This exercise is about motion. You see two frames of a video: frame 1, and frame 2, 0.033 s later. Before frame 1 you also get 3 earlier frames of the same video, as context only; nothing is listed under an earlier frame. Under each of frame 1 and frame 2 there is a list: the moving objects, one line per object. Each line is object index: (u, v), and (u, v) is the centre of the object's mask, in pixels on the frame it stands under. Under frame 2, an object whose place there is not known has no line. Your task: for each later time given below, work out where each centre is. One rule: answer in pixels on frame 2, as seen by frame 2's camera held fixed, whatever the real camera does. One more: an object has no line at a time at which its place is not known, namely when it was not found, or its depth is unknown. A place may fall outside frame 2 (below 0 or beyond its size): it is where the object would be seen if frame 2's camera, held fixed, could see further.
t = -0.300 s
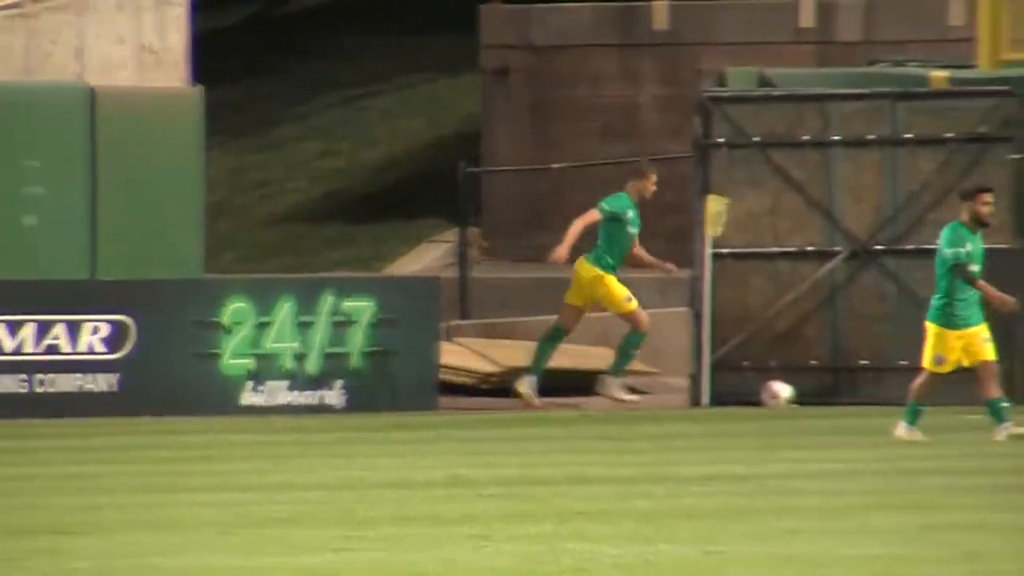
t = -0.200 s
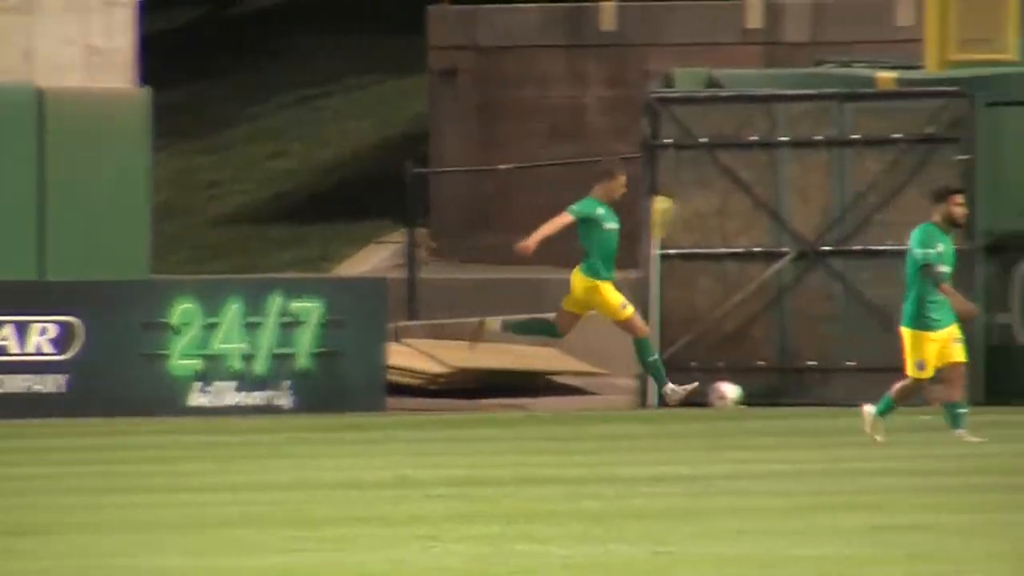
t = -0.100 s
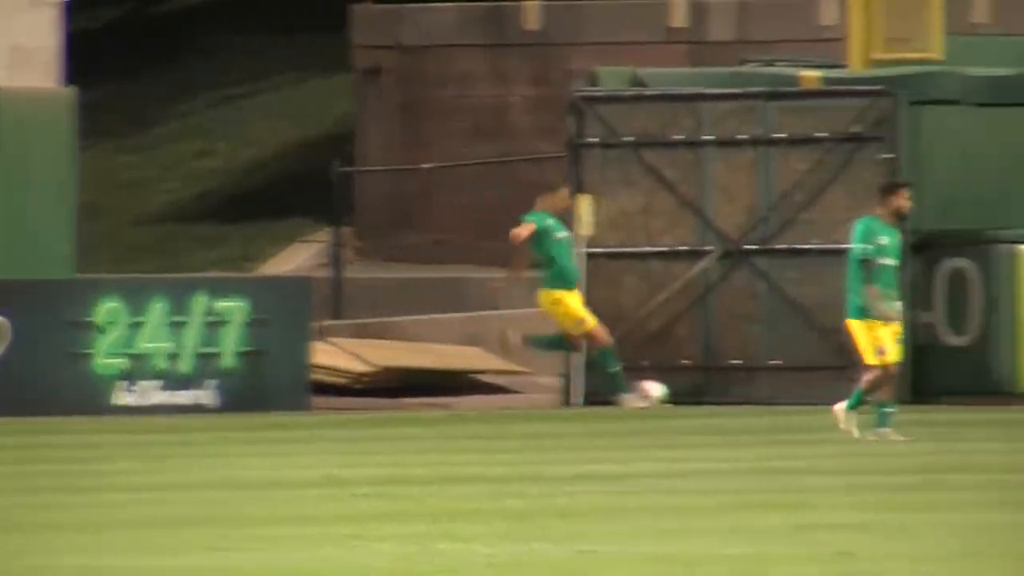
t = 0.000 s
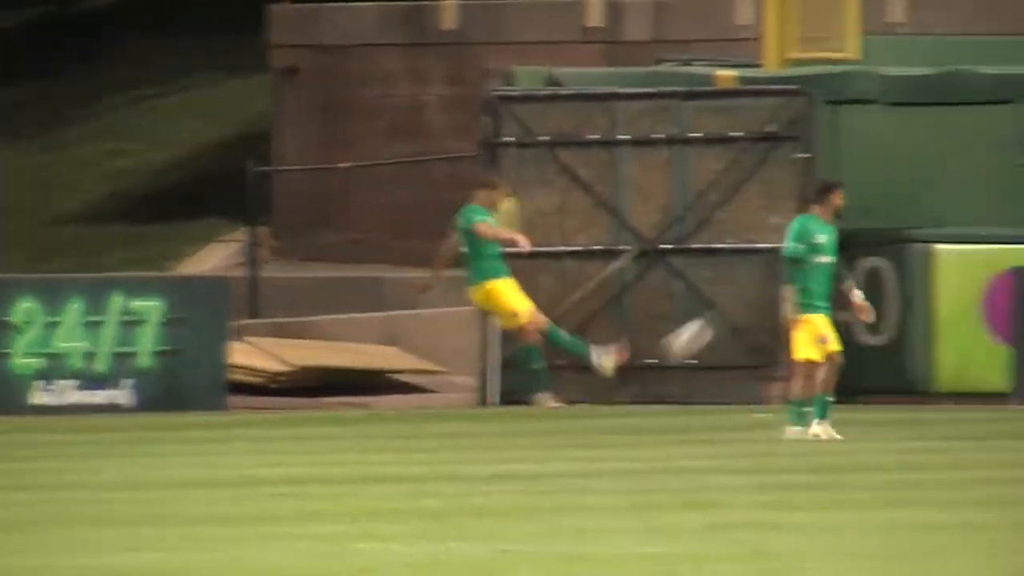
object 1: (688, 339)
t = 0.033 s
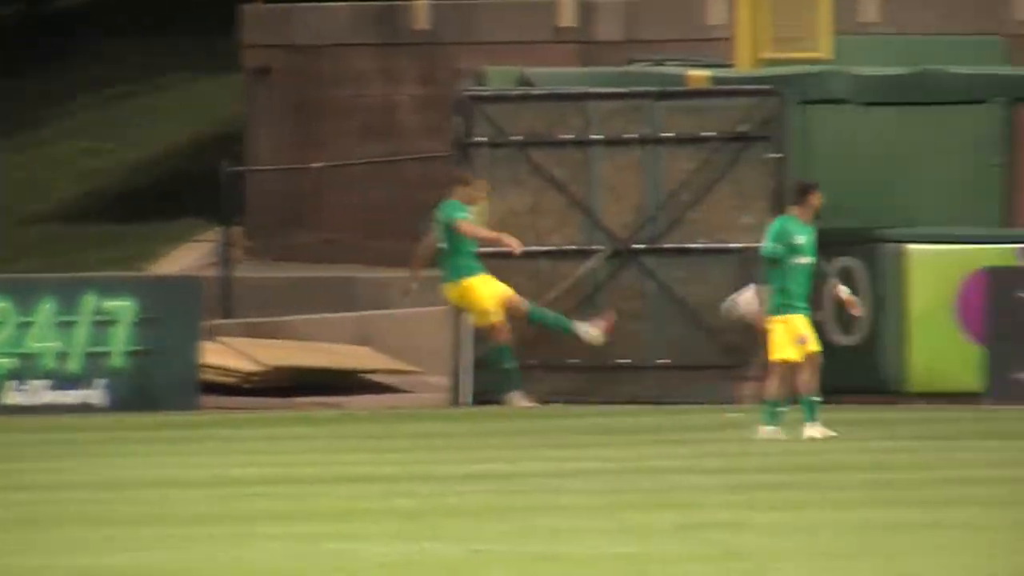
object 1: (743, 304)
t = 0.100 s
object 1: (936, 219)
